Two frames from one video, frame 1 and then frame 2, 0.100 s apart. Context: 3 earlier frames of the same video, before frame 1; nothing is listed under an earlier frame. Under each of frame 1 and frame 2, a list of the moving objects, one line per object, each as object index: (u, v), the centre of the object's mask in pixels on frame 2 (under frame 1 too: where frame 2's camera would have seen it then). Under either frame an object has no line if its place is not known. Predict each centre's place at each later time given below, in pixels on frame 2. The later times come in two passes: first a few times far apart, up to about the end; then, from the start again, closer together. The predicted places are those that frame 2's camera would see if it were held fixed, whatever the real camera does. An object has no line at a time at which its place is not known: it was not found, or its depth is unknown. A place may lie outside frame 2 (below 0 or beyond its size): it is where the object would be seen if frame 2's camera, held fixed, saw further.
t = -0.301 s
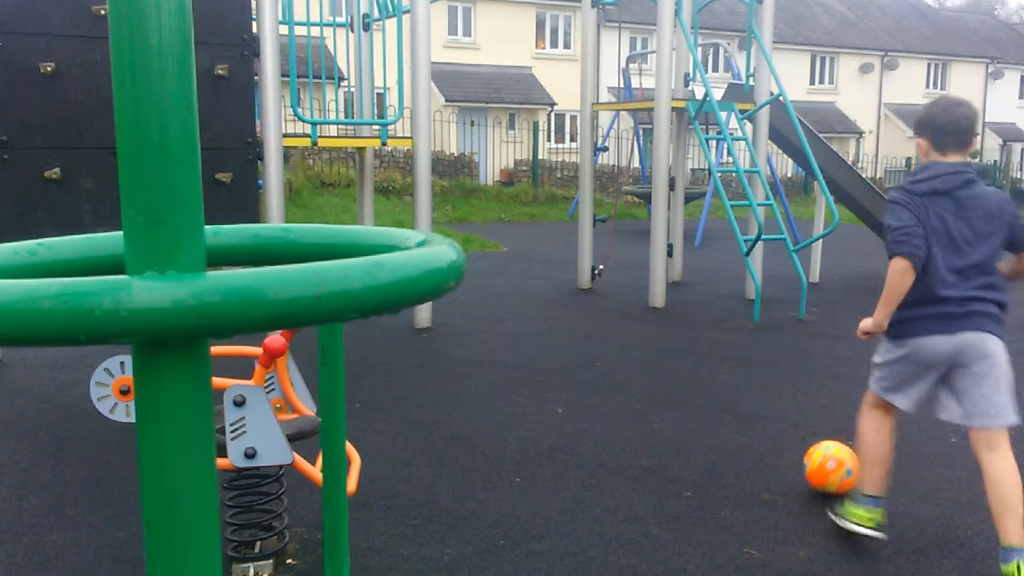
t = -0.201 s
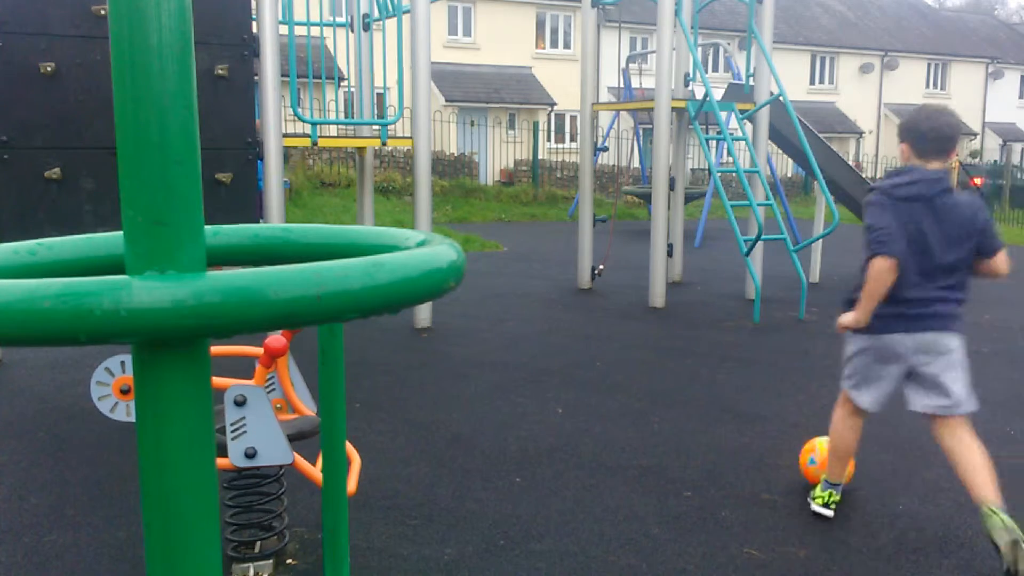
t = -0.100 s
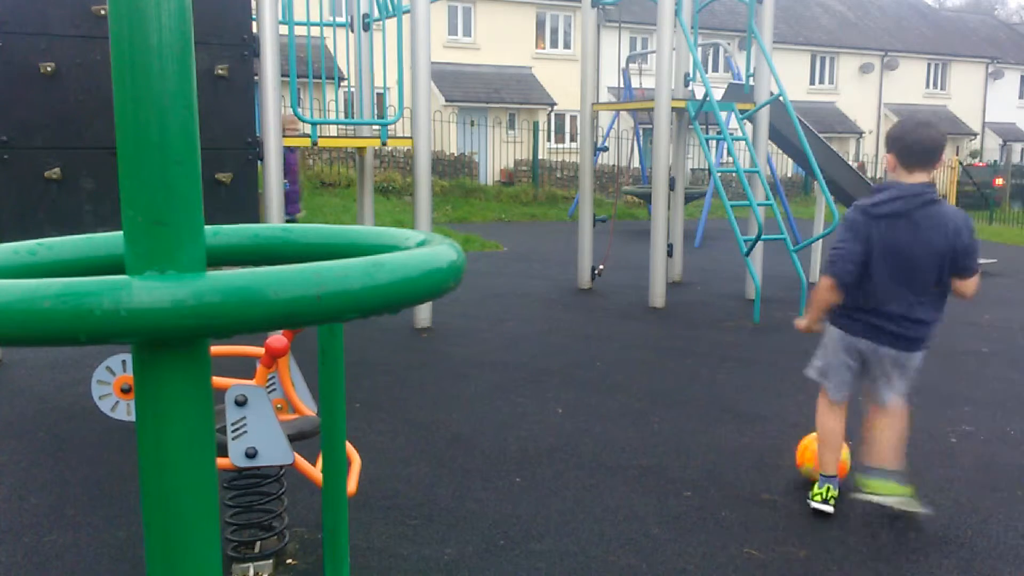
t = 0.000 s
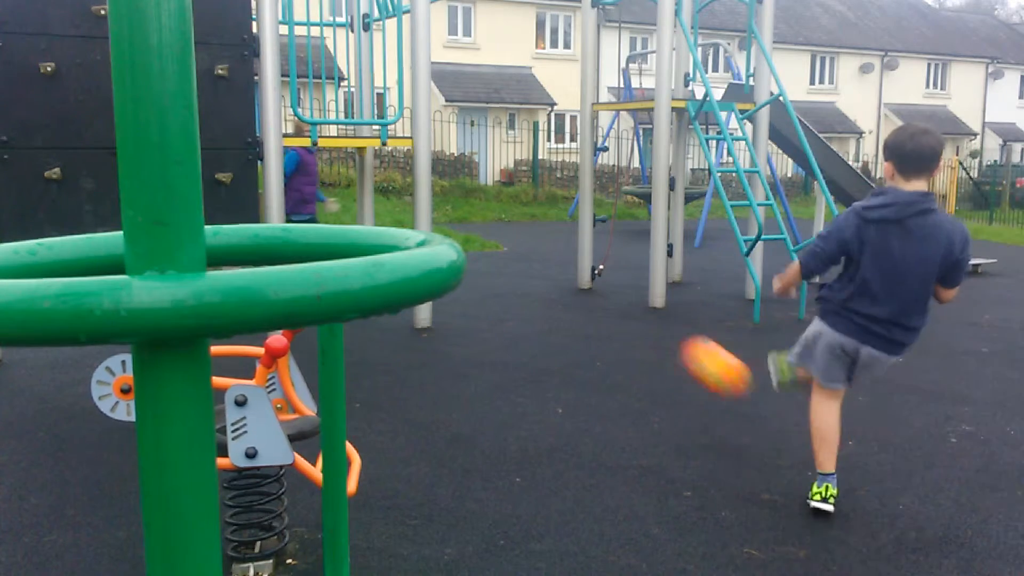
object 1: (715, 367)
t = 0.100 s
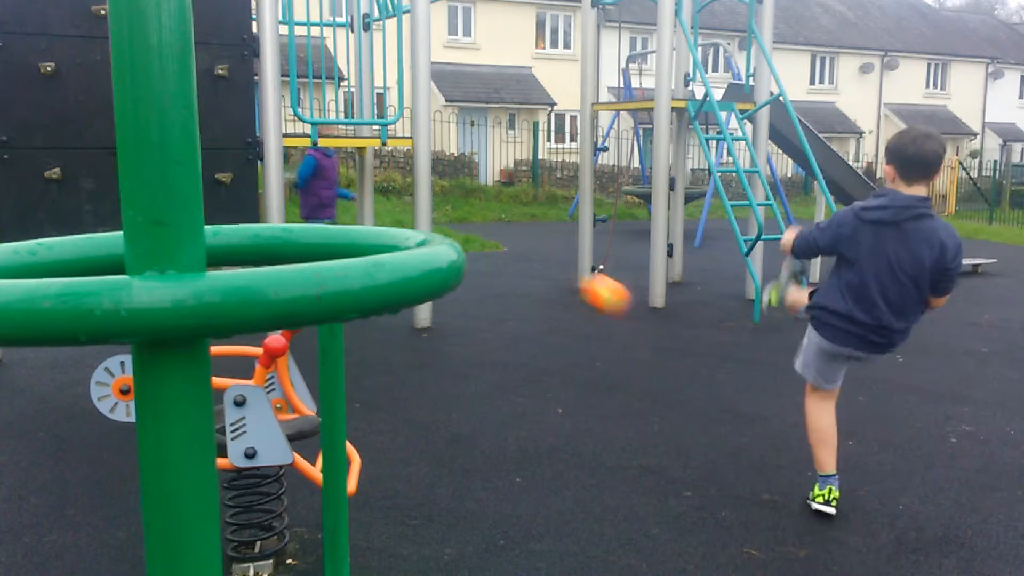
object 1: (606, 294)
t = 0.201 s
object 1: (528, 257)
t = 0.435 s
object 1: (439, 227)
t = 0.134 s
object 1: (577, 279)
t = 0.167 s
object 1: (552, 267)
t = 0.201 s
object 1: (528, 257)
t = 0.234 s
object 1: (507, 250)
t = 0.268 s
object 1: (489, 247)
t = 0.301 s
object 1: (472, 243)
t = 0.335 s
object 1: (459, 239)
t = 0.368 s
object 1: (444, 234)
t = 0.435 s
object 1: (439, 227)
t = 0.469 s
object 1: (448, 217)
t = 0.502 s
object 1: (460, 204)
